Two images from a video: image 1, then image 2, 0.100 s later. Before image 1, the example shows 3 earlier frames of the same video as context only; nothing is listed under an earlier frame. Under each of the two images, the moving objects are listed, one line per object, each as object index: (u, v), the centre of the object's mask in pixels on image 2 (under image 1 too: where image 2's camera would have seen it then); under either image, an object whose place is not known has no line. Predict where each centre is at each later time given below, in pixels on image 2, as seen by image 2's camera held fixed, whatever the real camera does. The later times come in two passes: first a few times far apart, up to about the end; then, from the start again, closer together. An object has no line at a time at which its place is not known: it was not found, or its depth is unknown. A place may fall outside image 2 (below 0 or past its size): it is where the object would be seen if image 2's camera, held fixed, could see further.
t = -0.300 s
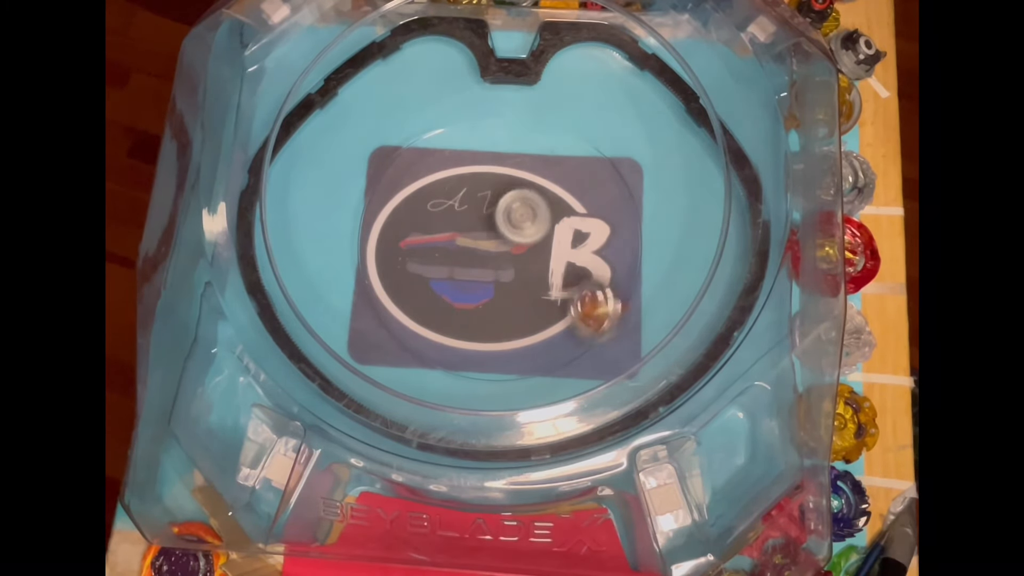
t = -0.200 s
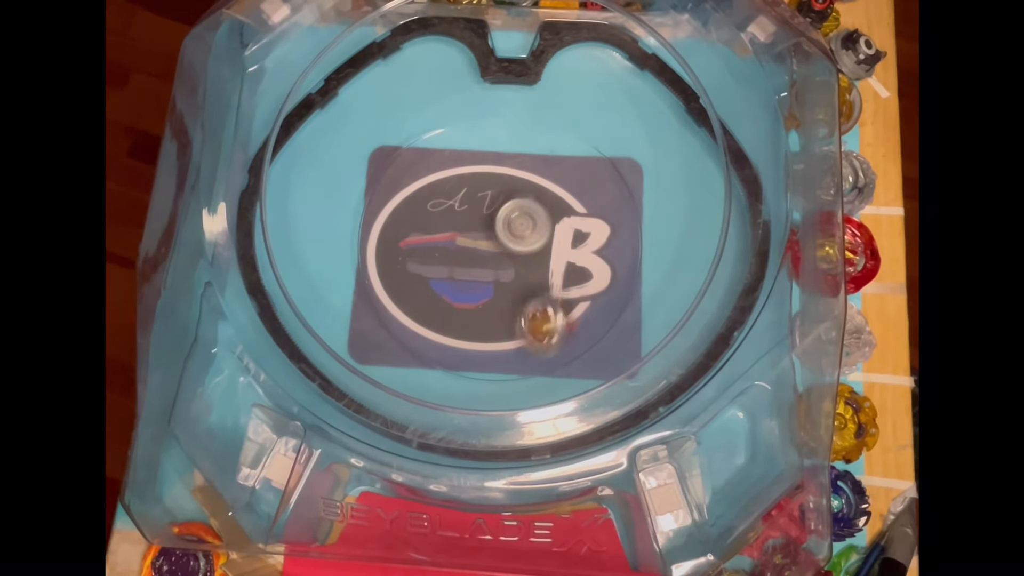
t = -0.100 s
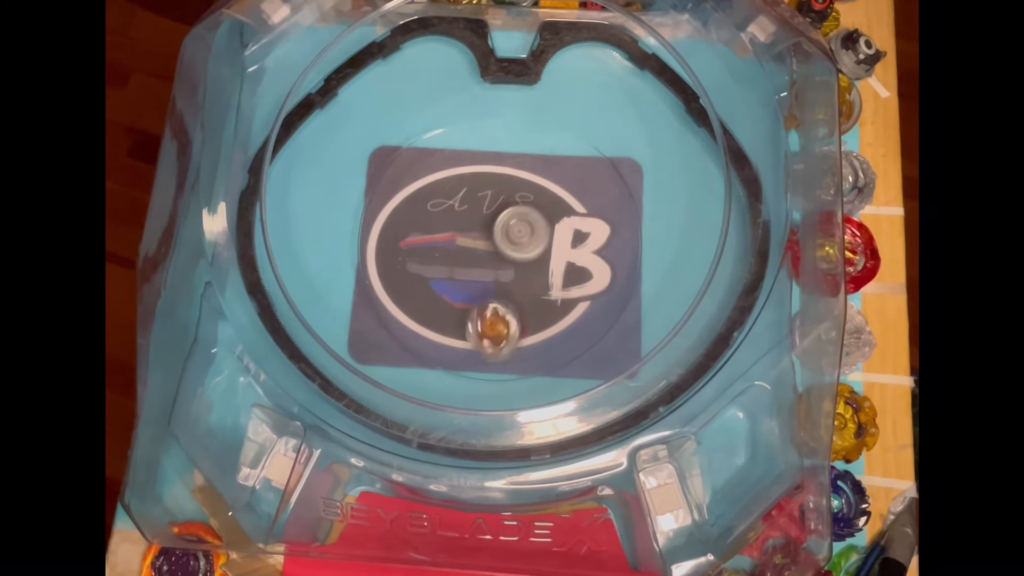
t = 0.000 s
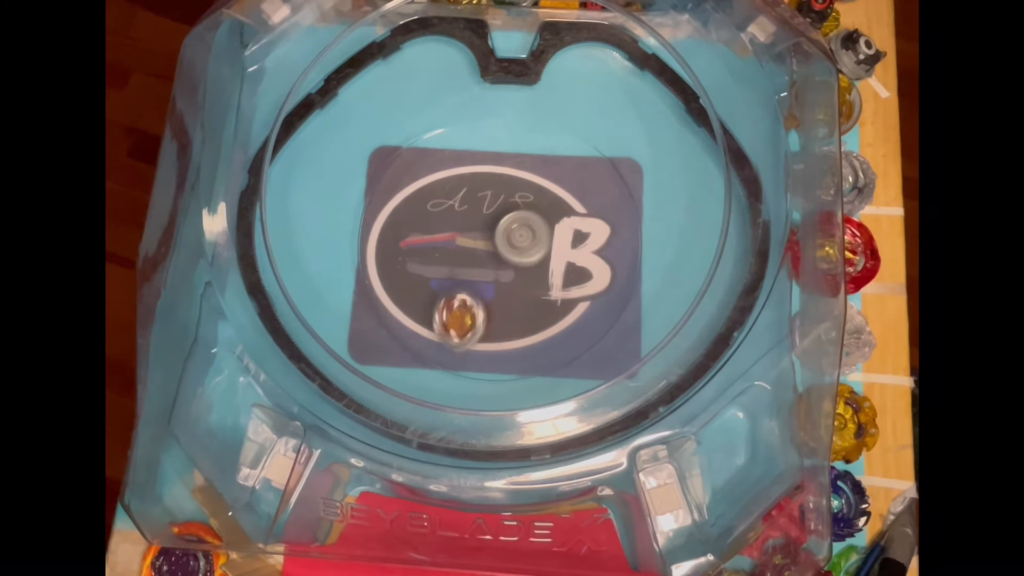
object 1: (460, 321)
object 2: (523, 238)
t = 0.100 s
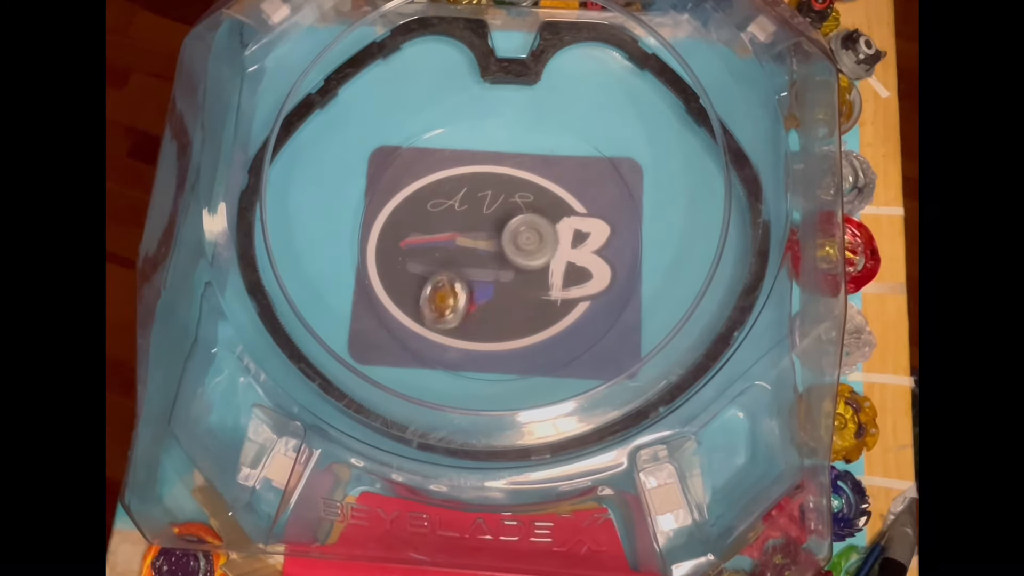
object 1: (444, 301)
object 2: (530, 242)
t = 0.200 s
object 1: (445, 282)
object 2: (541, 244)
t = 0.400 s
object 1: (477, 243)
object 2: (549, 251)
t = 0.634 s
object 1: (518, 198)
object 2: (518, 290)
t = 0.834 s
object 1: (579, 99)
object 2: (484, 362)
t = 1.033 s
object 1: (578, 142)
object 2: (505, 315)
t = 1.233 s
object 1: (524, 195)
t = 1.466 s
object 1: (530, 12)
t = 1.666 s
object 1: (508, 144)
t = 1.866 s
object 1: (440, 220)
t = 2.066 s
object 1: (420, 206)
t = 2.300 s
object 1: (464, 220)
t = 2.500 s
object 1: (463, 226)
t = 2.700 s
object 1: (466, 225)
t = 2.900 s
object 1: (464, 223)
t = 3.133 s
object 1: (459, 227)
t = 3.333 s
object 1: (461, 228)
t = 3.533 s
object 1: (462, 228)
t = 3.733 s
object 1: (462, 227)
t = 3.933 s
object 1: (463, 228)
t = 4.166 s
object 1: (461, 227)
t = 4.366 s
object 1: (460, 227)
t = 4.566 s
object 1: (460, 227)
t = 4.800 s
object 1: (460, 227)
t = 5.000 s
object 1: (462, 228)
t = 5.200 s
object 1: (462, 228)
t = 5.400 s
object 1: (463, 228)
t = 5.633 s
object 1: (461, 227)
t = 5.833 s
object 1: (460, 227)
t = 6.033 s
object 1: (460, 227)
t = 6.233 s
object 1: (461, 227)
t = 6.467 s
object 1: (462, 228)
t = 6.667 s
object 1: (462, 227)
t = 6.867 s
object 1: (462, 227)
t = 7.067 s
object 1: (461, 227)
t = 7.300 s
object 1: (461, 227)
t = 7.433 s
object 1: (461, 227)
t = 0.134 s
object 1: (443, 296)
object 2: (533, 242)
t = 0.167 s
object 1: (444, 287)
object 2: (537, 243)
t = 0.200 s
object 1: (445, 282)
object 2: (541, 244)
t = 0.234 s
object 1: (448, 273)
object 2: (544, 244)
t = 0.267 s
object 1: (453, 267)
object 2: (547, 245)
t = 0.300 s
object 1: (459, 259)
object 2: (549, 246)
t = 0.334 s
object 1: (464, 255)
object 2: (550, 247)
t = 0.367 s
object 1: (470, 250)
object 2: (550, 249)
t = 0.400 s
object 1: (477, 243)
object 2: (549, 251)
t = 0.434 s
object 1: (481, 238)
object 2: (547, 253)
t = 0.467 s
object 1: (485, 234)
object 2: (544, 256)
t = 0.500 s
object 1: (488, 231)
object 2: (540, 258)
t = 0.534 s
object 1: (492, 228)
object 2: (536, 260)
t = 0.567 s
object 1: (496, 223)
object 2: (531, 262)
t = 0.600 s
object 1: (503, 220)
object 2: (526, 264)
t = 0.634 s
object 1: (518, 198)
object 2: (518, 290)
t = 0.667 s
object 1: (529, 169)
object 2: (508, 313)
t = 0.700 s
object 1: (542, 143)
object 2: (500, 336)
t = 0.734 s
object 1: (556, 126)
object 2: (492, 351)
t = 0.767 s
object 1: (563, 113)
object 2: (487, 360)
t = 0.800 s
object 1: (572, 105)
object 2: (485, 365)
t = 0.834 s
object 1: (579, 99)
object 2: (484, 362)
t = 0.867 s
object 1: (584, 99)
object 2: (486, 356)
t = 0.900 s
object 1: (588, 103)
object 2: (488, 350)
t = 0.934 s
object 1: (589, 111)
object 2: (491, 343)
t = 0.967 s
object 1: (588, 122)
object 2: (495, 334)
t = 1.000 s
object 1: (584, 131)
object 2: (499, 325)
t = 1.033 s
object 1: (578, 142)
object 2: (505, 315)
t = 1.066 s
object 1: (570, 152)
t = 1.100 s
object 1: (559, 161)
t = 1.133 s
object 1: (549, 172)
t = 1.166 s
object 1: (537, 180)
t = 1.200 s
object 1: (531, 188)
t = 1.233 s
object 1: (524, 195)
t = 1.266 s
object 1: (519, 198)
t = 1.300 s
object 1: (521, 155)
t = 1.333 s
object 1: (523, 111)
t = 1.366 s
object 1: (532, 74)
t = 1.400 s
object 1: (529, 44)
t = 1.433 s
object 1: (530, 18)
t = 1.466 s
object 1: (530, 12)
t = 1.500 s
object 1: (526, 22)
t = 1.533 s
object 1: (524, 46)
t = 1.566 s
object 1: (521, 68)
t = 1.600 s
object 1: (517, 91)
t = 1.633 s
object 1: (512, 120)
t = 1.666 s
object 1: (508, 144)
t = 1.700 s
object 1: (503, 170)
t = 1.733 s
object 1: (501, 193)
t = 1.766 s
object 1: (495, 213)
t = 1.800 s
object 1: (485, 227)
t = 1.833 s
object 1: (458, 222)
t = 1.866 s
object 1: (440, 220)
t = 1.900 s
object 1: (433, 220)
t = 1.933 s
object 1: (429, 209)
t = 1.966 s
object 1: (423, 205)
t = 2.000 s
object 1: (416, 205)
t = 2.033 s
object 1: (415, 205)
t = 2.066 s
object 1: (420, 206)
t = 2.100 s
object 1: (429, 208)
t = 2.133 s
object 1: (432, 207)
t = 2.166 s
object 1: (437, 211)
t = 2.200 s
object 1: (440, 208)
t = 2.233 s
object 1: (449, 210)
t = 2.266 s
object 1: (456, 213)
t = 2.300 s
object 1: (464, 220)
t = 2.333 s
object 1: (472, 223)
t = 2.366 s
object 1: (478, 228)
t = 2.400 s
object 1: (479, 230)
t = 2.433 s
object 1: (474, 229)
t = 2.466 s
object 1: (466, 228)
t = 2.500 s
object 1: (463, 226)
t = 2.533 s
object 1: (464, 223)
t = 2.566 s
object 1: (466, 223)
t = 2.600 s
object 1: (467, 222)
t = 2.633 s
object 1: (468, 222)
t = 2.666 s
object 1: (467, 223)
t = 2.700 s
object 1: (466, 225)
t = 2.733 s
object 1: (465, 226)
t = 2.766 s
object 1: (463, 228)
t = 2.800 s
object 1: (462, 228)
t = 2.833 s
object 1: (463, 227)
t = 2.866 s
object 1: (464, 225)
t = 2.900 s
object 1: (464, 223)
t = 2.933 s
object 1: (464, 222)
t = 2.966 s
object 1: (463, 223)
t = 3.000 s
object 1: (462, 224)
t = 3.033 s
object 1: (461, 224)
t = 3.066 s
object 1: (460, 226)
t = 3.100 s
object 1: (460, 227)
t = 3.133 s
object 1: (459, 227)
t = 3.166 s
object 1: (460, 226)
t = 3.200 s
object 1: (460, 225)
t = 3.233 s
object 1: (460, 225)
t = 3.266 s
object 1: (460, 226)
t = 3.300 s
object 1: (461, 226)
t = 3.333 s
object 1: (461, 228)
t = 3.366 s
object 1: (461, 228)
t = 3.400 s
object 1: (461, 227)
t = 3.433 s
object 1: (461, 227)
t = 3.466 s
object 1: (462, 227)
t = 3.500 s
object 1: (462, 227)
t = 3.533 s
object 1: (462, 228)
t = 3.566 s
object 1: (462, 227)
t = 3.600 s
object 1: (462, 227)
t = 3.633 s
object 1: (462, 227)
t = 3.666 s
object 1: (462, 228)
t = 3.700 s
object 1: (462, 228)
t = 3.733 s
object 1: (462, 227)
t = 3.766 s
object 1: (463, 227)
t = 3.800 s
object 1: (463, 227)
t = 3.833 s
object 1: (463, 227)
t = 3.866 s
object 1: (463, 227)
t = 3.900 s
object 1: (463, 227)
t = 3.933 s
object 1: (463, 228)
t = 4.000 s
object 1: (463, 227)
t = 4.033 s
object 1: (462, 227)
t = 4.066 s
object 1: (462, 227)
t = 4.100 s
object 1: (462, 227)
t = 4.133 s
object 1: (462, 227)
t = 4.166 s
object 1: (461, 227)
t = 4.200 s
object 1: (461, 227)
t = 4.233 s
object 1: (461, 227)
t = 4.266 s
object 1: (461, 227)
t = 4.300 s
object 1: (461, 226)
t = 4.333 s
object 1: (460, 226)
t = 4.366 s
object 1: (460, 227)
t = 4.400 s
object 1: (460, 227)
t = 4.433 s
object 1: (460, 227)
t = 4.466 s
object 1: (460, 227)
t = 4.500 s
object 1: (459, 227)
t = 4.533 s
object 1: (459, 227)
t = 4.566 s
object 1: (460, 227)
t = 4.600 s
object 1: (459, 227)
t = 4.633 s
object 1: (459, 227)
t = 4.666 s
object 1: (459, 227)
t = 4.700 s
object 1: (460, 227)
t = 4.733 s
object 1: (460, 227)
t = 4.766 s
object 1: (460, 227)
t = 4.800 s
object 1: (460, 227)
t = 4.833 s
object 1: (461, 227)
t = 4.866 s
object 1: (461, 228)
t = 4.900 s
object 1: (461, 228)
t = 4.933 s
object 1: (462, 228)
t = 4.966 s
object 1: (462, 228)
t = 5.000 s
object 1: (462, 228)
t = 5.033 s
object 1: (462, 228)
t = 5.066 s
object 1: (462, 228)
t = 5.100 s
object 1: (462, 228)
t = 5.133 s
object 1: (462, 228)
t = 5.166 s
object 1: (462, 228)
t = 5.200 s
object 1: (462, 228)
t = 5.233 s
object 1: (462, 228)
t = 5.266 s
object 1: (462, 228)
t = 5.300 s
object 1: (463, 228)
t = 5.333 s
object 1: (462, 228)
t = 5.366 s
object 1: (462, 228)
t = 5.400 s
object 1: (463, 228)
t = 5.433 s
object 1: (463, 228)
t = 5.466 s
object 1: (462, 227)
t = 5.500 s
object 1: (462, 227)
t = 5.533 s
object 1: (462, 227)
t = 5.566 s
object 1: (462, 227)
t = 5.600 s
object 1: (462, 227)
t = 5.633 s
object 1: (461, 227)
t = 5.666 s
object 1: (461, 227)
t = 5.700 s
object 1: (461, 227)
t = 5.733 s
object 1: (461, 227)
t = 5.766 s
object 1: (461, 227)
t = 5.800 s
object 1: (461, 227)
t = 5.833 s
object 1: (460, 227)
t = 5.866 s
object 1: (460, 227)
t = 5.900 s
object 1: (460, 227)
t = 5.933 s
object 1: (460, 227)
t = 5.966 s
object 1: (460, 227)
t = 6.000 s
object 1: (460, 227)
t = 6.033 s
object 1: (460, 227)
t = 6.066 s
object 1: (461, 227)
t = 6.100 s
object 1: (461, 227)
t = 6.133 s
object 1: (461, 227)
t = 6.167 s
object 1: (461, 227)
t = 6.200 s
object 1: (461, 227)
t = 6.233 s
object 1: (461, 227)
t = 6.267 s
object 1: (461, 227)
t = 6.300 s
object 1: (462, 228)
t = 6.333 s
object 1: (462, 228)
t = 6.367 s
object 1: (462, 228)
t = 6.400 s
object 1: (462, 228)
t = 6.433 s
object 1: (462, 228)
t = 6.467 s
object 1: (462, 228)
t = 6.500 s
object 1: (462, 228)
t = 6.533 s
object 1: (462, 227)
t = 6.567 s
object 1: (462, 227)
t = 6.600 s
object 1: (462, 227)
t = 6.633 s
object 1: (462, 227)
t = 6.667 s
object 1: (462, 227)
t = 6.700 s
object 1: (462, 227)
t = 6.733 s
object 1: (462, 227)
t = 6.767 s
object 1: (461, 227)
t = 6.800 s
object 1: (461, 227)
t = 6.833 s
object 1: (462, 227)
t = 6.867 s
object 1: (462, 227)
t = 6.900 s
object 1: (461, 227)
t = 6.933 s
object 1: (461, 227)
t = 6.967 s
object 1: (461, 227)
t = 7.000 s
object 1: (461, 227)
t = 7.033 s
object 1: (461, 227)
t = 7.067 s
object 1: (461, 227)
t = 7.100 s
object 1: (460, 227)
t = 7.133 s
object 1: (461, 227)
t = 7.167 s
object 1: (461, 227)
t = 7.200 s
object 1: (461, 227)
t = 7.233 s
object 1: (461, 227)
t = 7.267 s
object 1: (461, 227)
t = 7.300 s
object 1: (461, 227)
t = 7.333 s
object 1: (461, 227)
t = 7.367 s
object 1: (461, 227)
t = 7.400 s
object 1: (461, 227)
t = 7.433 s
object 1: (461, 227)
